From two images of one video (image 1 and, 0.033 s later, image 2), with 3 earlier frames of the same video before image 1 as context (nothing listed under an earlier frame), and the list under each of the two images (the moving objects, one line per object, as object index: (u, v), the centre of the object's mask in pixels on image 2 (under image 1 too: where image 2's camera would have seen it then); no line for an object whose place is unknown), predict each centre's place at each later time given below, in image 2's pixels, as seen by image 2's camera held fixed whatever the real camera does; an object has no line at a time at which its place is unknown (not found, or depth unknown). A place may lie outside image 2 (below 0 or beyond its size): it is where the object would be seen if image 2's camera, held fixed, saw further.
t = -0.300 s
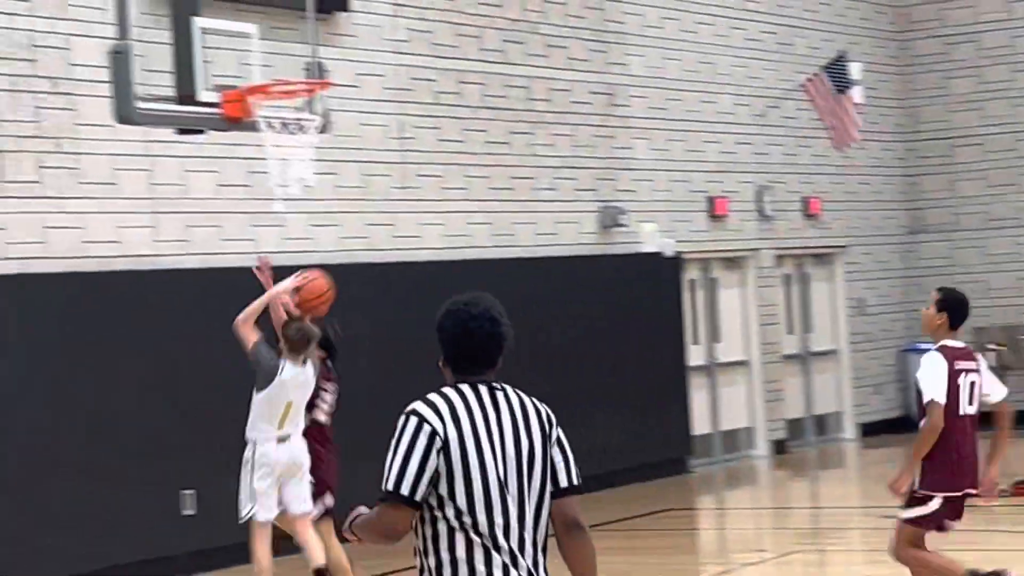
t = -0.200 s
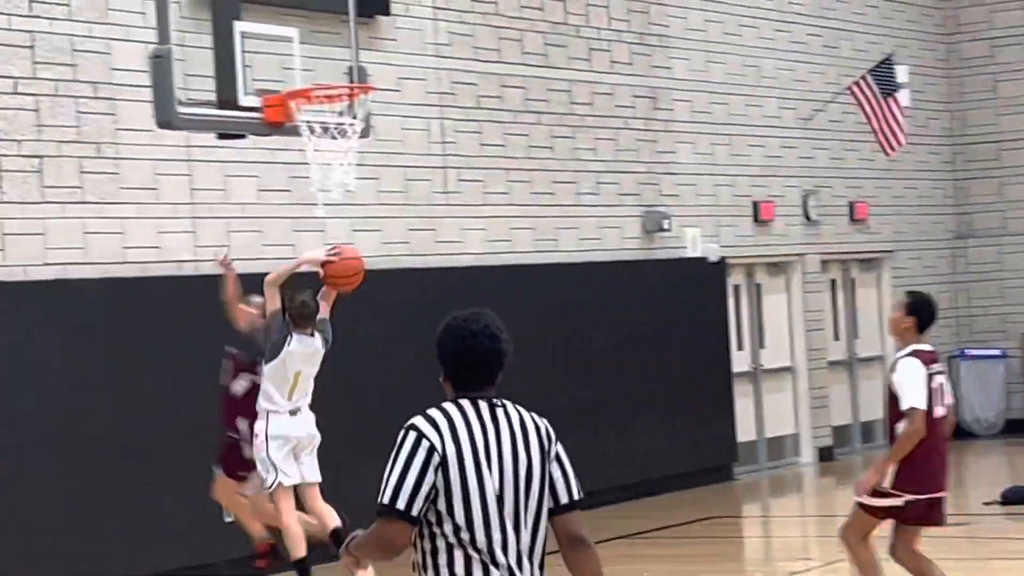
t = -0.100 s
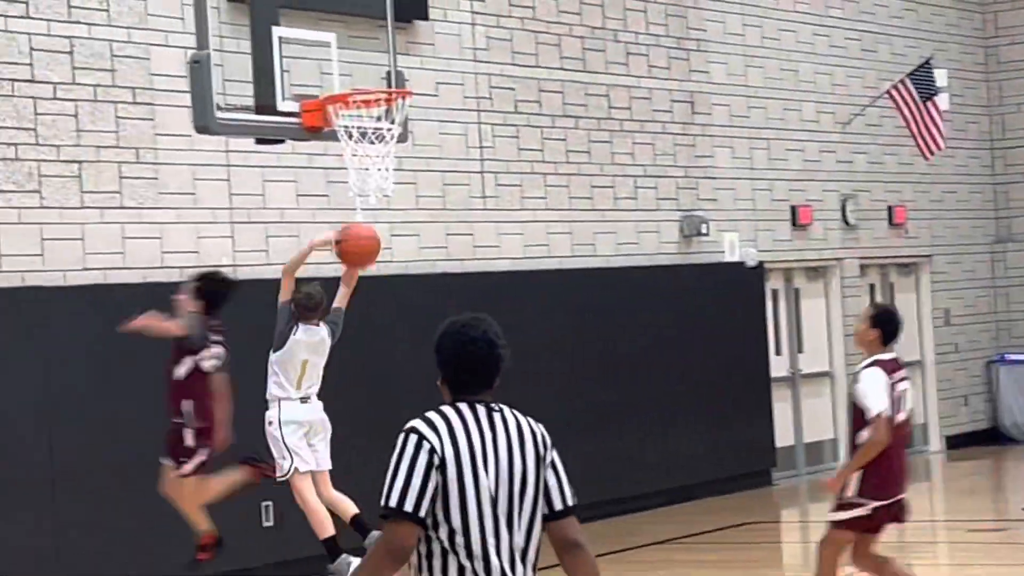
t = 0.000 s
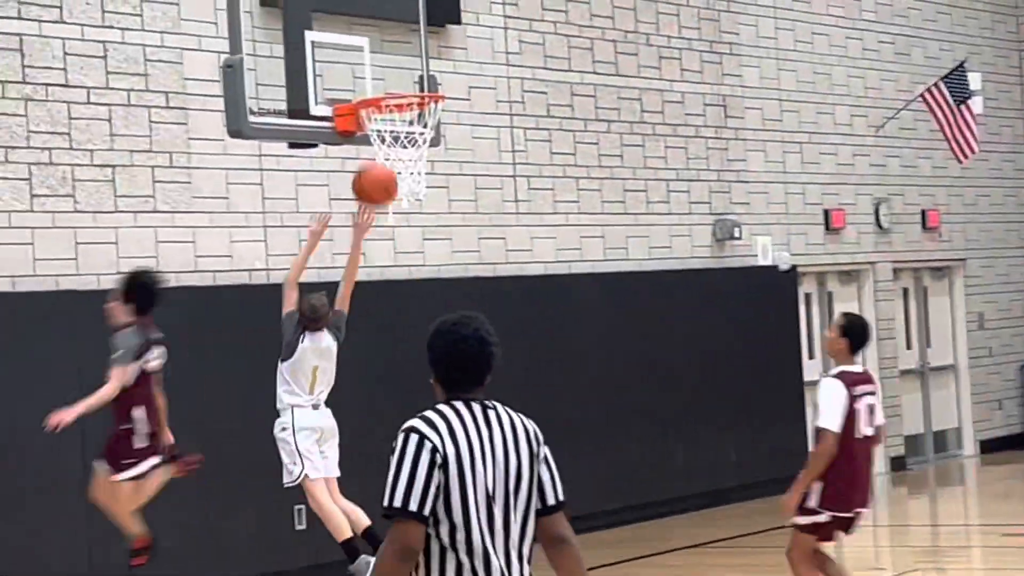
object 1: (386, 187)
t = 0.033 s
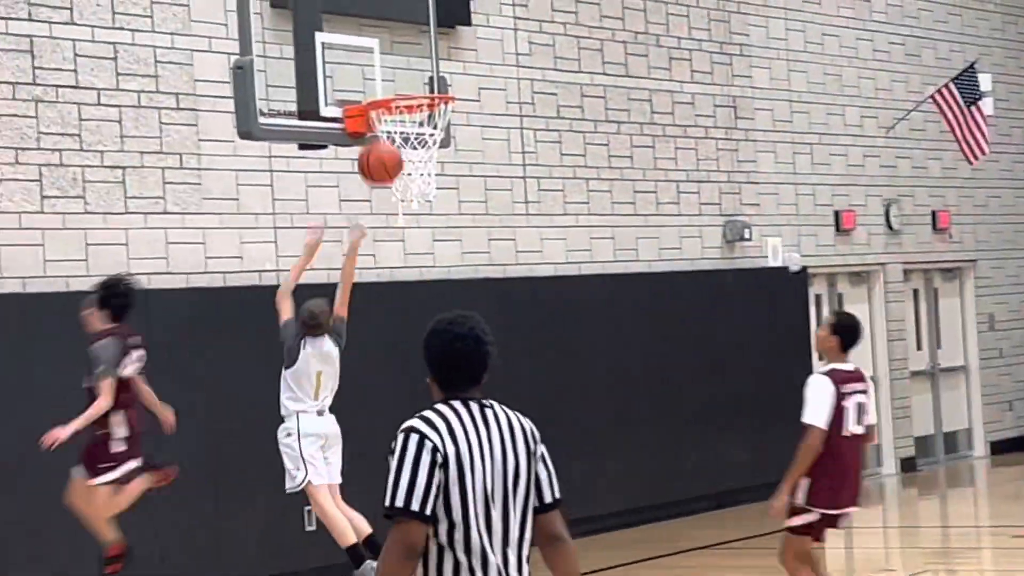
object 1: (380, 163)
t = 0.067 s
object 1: (376, 141)
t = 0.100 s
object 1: (371, 123)
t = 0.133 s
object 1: (367, 107)
